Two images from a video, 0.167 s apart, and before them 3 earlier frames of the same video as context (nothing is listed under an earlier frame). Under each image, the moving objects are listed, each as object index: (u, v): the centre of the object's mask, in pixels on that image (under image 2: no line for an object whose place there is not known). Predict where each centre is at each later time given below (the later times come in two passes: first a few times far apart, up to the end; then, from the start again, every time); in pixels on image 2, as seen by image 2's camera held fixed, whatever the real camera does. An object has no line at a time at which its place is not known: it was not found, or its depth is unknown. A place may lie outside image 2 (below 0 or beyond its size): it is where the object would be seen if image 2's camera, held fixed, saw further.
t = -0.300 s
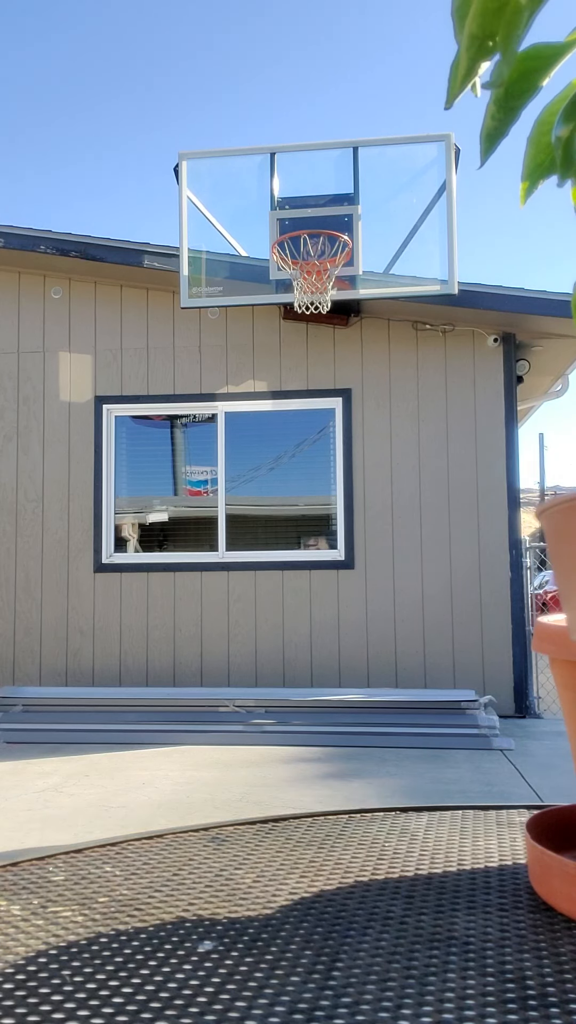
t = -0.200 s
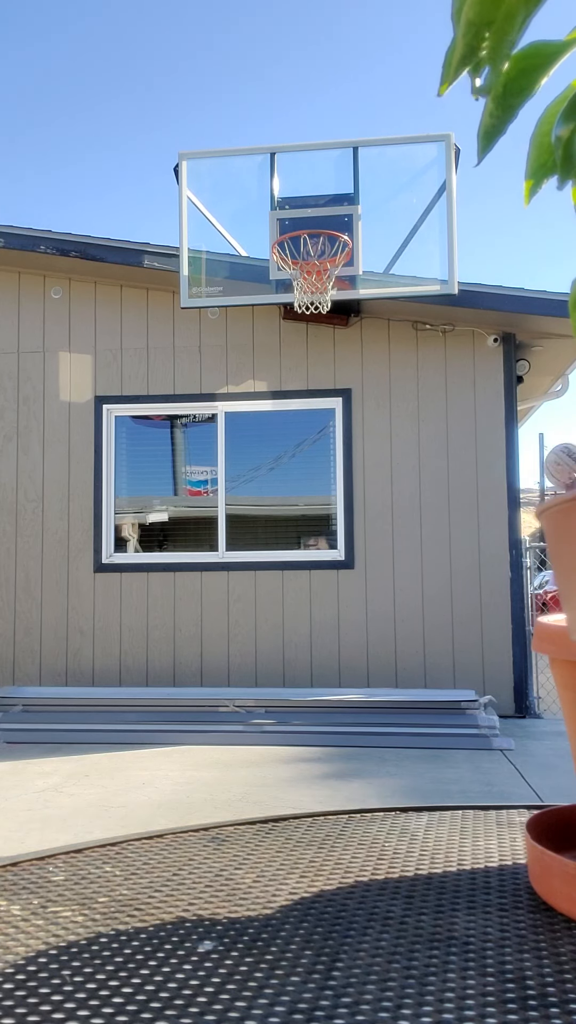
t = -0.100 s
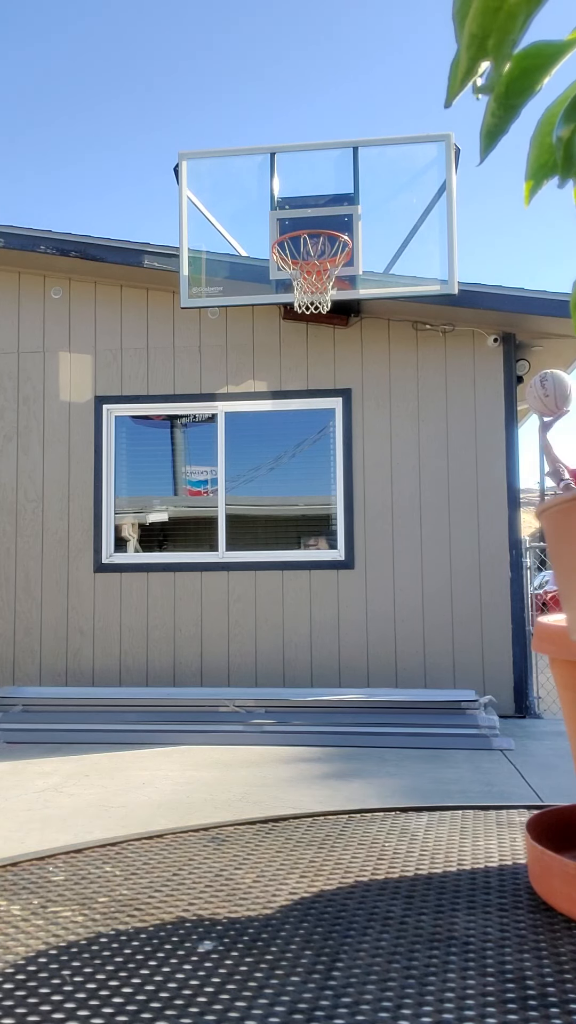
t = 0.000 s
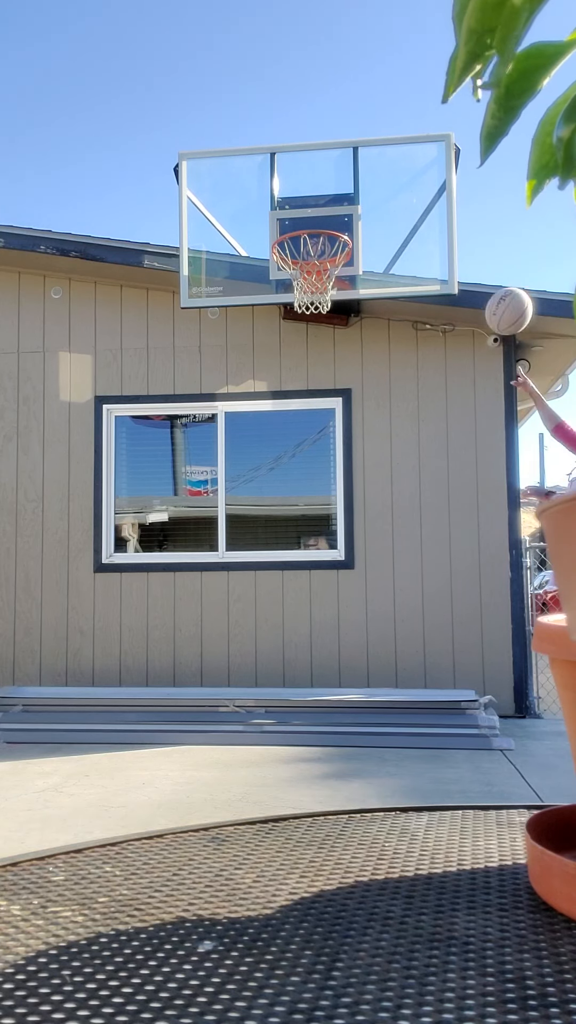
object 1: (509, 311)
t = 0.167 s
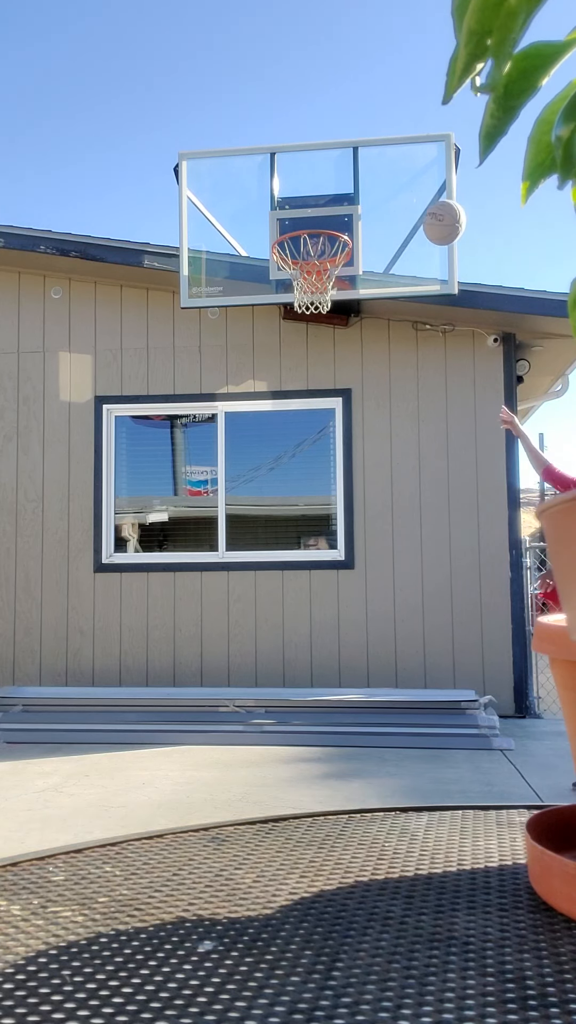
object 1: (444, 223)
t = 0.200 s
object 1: (432, 212)
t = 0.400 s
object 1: (368, 187)
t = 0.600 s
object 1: (313, 220)
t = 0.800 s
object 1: (320, 252)
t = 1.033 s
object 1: (294, 311)
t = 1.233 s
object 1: (287, 389)
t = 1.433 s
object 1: (281, 524)
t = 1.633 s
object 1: (276, 660)
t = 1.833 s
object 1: (281, 546)
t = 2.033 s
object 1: (288, 495)
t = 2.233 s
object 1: (294, 503)
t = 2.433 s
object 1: (302, 570)
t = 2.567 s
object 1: (307, 650)
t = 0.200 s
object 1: (432, 212)
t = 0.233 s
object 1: (421, 203)
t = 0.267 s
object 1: (410, 196)
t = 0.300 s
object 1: (399, 191)
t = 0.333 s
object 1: (389, 188)
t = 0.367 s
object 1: (379, 187)
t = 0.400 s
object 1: (368, 187)
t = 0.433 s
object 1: (359, 189)
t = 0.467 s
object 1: (349, 193)
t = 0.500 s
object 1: (340, 199)
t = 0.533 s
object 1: (331, 205)
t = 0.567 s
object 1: (322, 213)
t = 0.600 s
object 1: (313, 220)
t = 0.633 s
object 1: (304, 237)
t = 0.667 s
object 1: (297, 249)
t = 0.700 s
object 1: (305, 246)
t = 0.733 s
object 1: (313, 245)
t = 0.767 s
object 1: (322, 246)
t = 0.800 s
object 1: (320, 252)
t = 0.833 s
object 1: (314, 260)
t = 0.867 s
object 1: (310, 270)
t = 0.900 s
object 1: (305, 282)
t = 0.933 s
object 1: (300, 291)
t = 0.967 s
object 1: (299, 298)
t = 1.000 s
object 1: (296, 303)
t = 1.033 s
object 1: (294, 311)
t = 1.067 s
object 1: (293, 318)
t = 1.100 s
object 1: (292, 330)
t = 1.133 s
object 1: (290, 342)
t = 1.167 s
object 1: (289, 356)
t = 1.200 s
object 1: (288, 371)
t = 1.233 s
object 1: (287, 389)
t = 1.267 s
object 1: (286, 407)
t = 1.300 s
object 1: (284, 427)
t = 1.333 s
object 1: (283, 449)
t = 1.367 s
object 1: (282, 472)
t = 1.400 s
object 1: (282, 497)
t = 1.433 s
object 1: (281, 524)
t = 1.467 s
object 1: (280, 552)
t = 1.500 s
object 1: (279, 581)
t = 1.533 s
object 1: (276, 612)
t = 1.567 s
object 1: (274, 646)
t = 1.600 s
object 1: (276, 680)
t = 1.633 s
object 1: (276, 660)
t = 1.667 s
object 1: (273, 637)
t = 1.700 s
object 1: (277, 615)
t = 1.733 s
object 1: (278, 595)
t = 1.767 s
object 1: (279, 577)
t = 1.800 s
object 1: (280, 560)
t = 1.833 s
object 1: (281, 546)
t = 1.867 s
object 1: (283, 533)
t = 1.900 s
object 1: (283, 523)
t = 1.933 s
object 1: (284, 514)
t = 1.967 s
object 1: (285, 506)
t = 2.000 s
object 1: (287, 499)
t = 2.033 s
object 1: (288, 495)
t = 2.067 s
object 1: (289, 492)
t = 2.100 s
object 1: (290, 491)
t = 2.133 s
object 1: (291, 491)
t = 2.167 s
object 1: (292, 493)
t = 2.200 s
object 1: (293, 498)
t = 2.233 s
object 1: (294, 503)
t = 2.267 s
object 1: (295, 511)
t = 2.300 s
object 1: (297, 520)
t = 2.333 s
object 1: (298, 530)
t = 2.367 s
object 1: (299, 541)
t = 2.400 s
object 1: (301, 555)
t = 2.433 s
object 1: (302, 570)
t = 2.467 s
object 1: (303, 588)
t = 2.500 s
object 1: (305, 606)
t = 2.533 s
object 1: (306, 627)
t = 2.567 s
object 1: (307, 650)
